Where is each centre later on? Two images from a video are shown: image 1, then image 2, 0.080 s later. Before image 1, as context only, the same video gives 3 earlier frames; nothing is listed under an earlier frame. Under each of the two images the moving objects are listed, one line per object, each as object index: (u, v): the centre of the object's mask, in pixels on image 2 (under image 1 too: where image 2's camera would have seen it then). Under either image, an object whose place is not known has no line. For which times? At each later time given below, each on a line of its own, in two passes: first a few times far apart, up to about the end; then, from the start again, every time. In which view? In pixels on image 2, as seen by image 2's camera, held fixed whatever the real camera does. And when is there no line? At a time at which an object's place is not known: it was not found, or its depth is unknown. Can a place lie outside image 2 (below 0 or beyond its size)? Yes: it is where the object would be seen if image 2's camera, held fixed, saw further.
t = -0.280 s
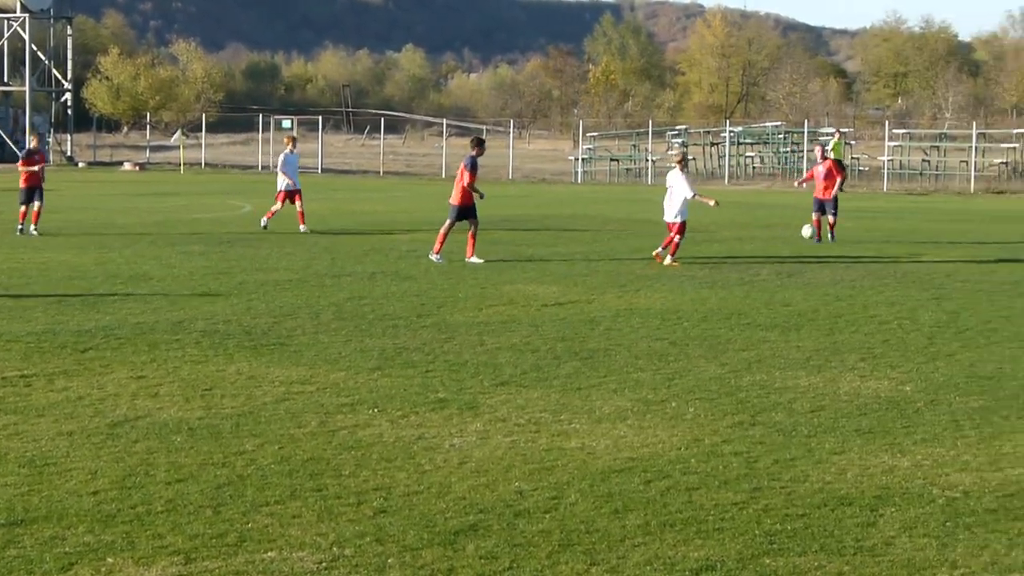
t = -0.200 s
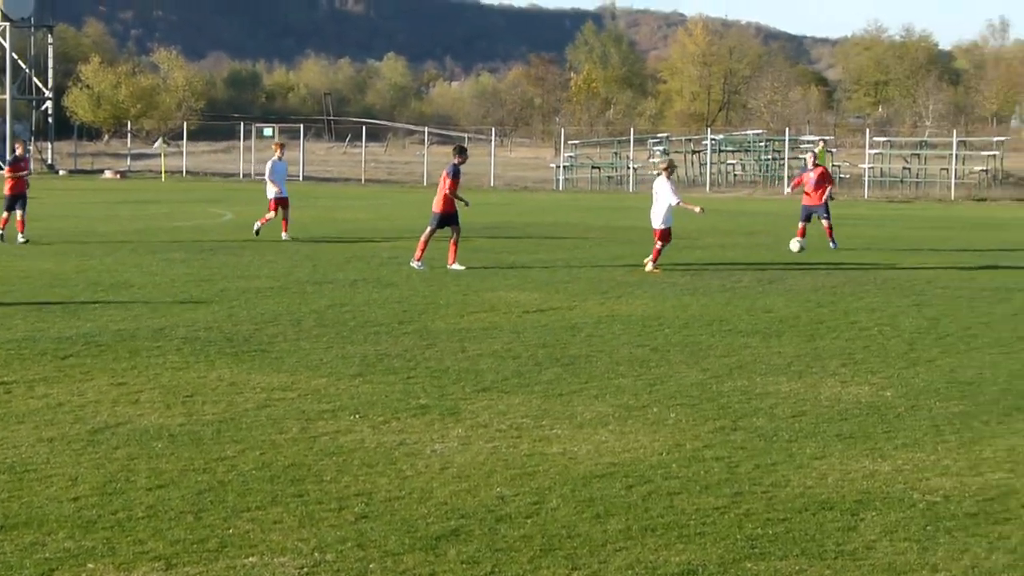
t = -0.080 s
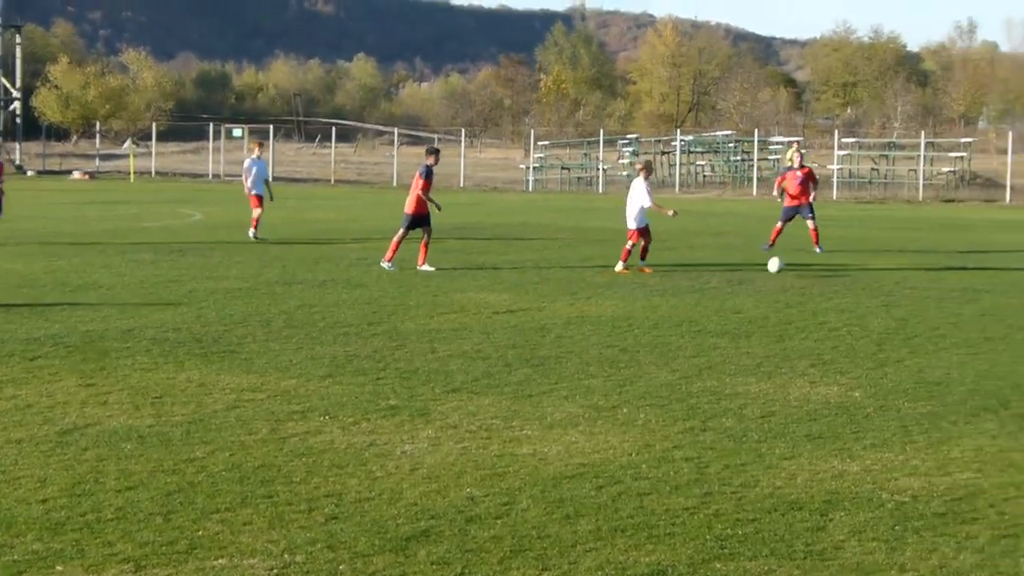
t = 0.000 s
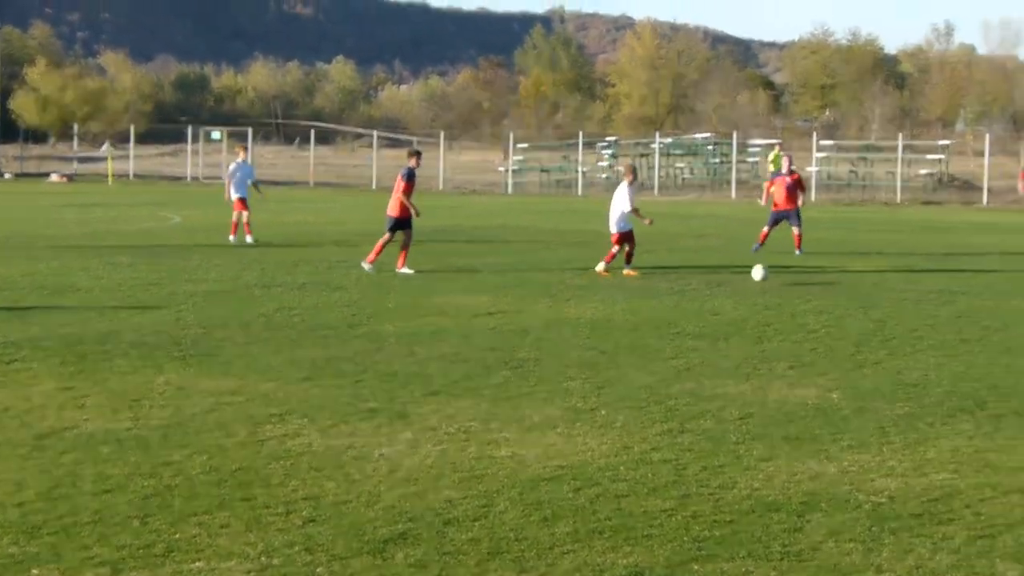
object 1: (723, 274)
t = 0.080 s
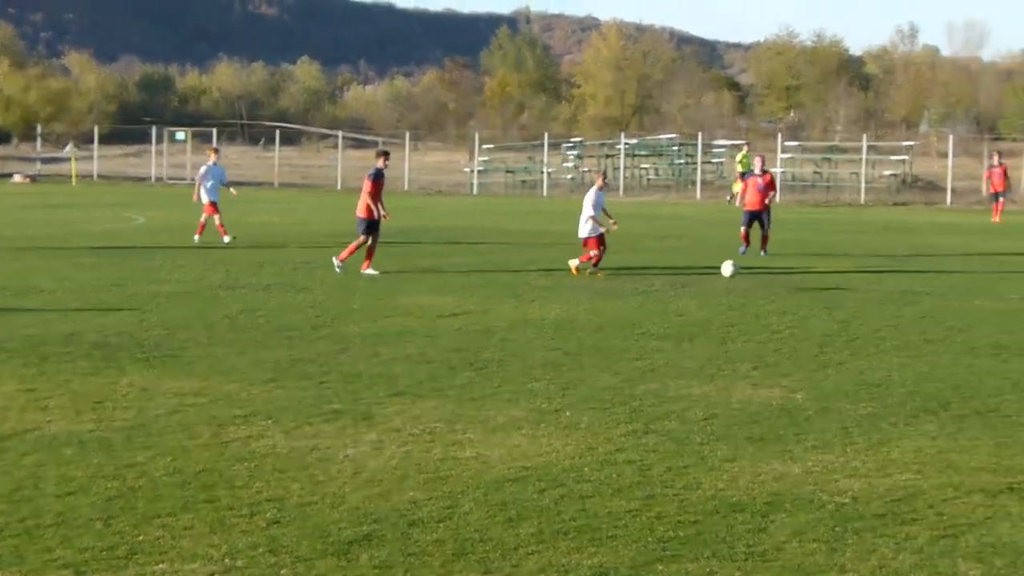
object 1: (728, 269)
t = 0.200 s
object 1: (736, 272)
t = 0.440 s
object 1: (748, 300)
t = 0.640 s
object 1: (757, 300)
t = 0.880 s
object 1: (770, 334)
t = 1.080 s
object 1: (779, 345)
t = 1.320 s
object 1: (790, 364)
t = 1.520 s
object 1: (798, 396)
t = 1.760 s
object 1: (811, 425)
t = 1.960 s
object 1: (823, 459)
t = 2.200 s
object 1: (833, 490)
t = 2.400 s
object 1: (843, 517)
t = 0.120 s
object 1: (731, 268)
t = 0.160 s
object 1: (733, 269)
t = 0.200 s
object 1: (736, 272)
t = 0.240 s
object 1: (738, 276)
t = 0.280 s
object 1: (740, 282)
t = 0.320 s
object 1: (742, 289)
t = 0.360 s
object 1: (744, 298)
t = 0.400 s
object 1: (746, 304)
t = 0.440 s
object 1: (748, 300)
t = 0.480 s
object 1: (750, 296)
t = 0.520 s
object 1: (753, 294)
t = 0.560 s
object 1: (754, 294)
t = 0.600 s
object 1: (756, 296)
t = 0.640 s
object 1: (757, 300)
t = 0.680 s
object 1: (760, 305)
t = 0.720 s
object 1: (760, 312)
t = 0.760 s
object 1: (764, 319)
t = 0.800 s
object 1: (766, 329)
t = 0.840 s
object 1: (768, 337)
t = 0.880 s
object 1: (770, 334)
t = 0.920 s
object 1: (772, 333)
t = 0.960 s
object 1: (774, 333)
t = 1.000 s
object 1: (775, 335)
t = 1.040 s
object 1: (777, 339)
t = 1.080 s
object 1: (779, 345)
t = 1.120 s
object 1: (780, 354)
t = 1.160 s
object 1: (782, 363)
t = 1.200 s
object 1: (784, 361)
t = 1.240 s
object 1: (786, 361)
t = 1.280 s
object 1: (788, 361)
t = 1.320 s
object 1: (790, 364)
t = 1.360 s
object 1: (791, 371)
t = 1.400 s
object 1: (793, 379)
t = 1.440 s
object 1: (794, 389)
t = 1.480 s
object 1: (796, 395)
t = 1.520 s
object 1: (798, 396)
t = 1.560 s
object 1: (800, 398)
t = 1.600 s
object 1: (802, 403)
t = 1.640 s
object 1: (804, 411)
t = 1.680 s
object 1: (806, 420)
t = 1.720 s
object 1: (808, 425)
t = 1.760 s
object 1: (811, 425)
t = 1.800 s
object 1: (813, 426)
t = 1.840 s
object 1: (816, 430)
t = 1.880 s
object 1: (818, 438)
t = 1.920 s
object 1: (821, 448)
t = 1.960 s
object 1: (823, 459)
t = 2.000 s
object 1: (824, 460)
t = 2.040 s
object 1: (826, 460)
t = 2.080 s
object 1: (827, 462)
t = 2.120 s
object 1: (829, 469)
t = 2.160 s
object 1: (831, 477)
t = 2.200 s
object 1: (833, 490)
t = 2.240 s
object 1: (834, 504)
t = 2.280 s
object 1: (837, 503)
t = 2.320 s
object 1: (838, 505)
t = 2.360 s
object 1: (841, 510)
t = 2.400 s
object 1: (843, 517)
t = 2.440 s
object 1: (845, 530)
